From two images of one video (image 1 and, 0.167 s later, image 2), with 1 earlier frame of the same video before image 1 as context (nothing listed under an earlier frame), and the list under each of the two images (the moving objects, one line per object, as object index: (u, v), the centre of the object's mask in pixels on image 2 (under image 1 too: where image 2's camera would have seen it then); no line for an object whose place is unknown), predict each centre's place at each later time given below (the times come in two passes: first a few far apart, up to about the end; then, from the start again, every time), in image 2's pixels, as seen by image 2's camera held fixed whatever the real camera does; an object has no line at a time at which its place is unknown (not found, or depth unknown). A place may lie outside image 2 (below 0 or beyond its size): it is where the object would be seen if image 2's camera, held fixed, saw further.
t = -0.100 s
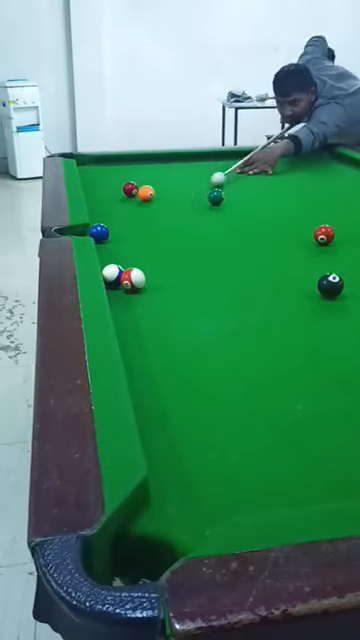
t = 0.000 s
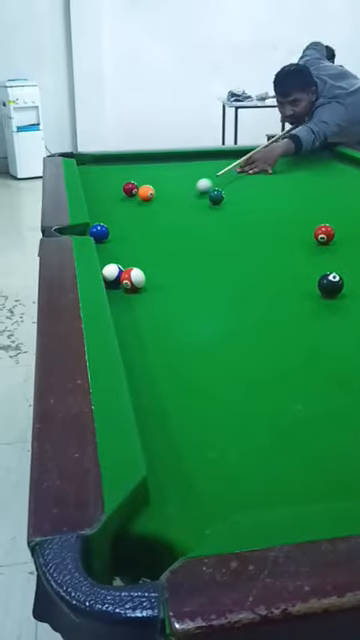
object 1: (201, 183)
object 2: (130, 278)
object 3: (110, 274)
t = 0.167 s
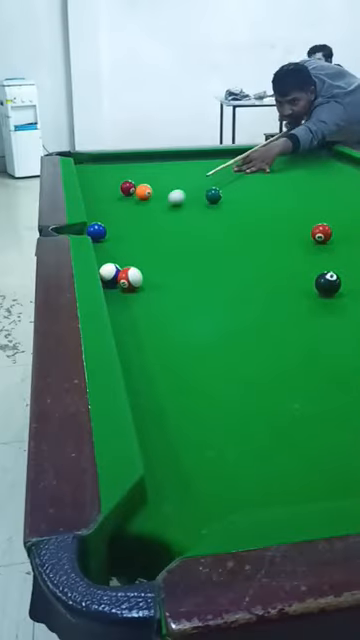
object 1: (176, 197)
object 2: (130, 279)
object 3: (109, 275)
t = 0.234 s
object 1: (165, 203)
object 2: (130, 279)
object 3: (109, 275)
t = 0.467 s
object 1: (122, 225)
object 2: (129, 279)
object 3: (109, 275)
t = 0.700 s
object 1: (120, 243)
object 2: (130, 278)
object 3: (109, 274)
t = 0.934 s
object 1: (121, 257)
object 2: (129, 275)
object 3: (108, 271)
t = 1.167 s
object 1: (146, 262)
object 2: (145, 278)
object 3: (117, 274)
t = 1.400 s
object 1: (173, 270)
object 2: (161, 284)
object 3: (124, 278)
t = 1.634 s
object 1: (195, 277)
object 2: (174, 287)
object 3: (129, 281)
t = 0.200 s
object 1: (171, 200)
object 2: (130, 279)
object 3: (109, 275)
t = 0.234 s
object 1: (165, 203)
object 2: (130, 279)
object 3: (109, 275)
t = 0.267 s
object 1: (159, 206)
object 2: (130, 279)
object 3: (109, 275)
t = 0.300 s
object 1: (153, 209)
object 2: (130, 280)
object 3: (109, 275)
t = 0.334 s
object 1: (147, 212)
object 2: (130, 280)
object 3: (109, 275)
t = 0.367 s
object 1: (142, 215)
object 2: (130, 279)
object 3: (109, 275)
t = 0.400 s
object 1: (135, 219)
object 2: (130, 279)
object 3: (109, 275)
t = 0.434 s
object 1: (129, 221)
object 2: (130, 279)
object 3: (109, 275)
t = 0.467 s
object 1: (122, 225)
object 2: (129, 279)
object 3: (109, 275)
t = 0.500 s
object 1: (116, 229)
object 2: (129, 279)
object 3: (109, 275)
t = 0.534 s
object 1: (117, 231)
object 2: (129, 279)
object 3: (109, 275)
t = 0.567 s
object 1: (118, 233)
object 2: (130, 279)
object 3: (109, 275)
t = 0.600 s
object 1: (119, 236)
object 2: (129, 279)
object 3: (109, 275)
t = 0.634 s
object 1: (119, 238)
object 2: (130, 278)
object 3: (109, 274)
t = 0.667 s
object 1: (119, 241)
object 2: (130, 279)
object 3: (109, 274)
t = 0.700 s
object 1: (120, 243)
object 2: (130, 278)
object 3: (109, 274)
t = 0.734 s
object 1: (120, 245)
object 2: (130, 278)
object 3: (109, 274)
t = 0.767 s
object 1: (120, 248)
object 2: (129, 277)
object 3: (109, 273)
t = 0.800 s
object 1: (120, 251)
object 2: (129, 277)
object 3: (109, 273)
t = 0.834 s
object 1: (120, 252)
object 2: (129, 277)
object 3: (109, 272)
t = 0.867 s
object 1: (121, 254)
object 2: (129, 277)
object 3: (109, 272)
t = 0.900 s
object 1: (121, 256)
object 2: (129, 276)
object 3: (109, 271)
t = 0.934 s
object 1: (121, 257)
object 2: (129, 275)
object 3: (108, 271)
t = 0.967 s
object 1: (123, 258)
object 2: (130, 275)
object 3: (109, 272)
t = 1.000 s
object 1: (127, 259)
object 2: (133, 276)
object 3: (111, 271)
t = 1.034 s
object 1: (130, 259)
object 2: (136, 276)
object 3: (113, 272)
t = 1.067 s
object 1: (134, 260)
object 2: (138, 277)
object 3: (114, 272)
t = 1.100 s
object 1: (138, 261)
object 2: (141, 277)
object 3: (115, 273)
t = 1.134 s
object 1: (142, 261)
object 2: (143, 278)
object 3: (116, 274)
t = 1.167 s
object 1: (146, 262)
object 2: (145, 278)
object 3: (117, 274)
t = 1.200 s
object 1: (150, 263)
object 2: (148, 279)
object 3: (118, 274)
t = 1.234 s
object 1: (154, 264)
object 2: (150, 280)
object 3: (119, 275)
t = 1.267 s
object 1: (158, 265)
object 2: (153, 281)
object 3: (121, 275)
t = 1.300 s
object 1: (162, 266)
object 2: (155, 282)
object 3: (121, 276)
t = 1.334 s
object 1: (166, 267)
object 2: (158, 282)
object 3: (123, 276)
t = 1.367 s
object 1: (170, 268)
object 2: (159, 283)
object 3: (124, 277)
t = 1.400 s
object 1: (173, 270)
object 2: (161, 284)
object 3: (124, 278)
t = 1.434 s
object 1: (176, 271)
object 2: (163, 284)
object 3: (125, 278)
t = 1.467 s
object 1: (180, 272)
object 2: (165, 285)
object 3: (126, 278)
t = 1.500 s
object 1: (183, 274)
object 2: (167, 285)
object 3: (126, 279)
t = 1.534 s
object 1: (186, 274)
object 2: (169, 286)
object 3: (127, 279)
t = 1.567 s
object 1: (189, 276)
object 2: (171, 286)
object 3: (128, 280)
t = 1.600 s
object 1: (192, 276)
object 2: (173, 286)
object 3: (128, 280)
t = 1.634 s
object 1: (195, 277)
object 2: (174, 287)
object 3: (129, 281)
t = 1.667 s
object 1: (198, 278)
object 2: (176, 287)
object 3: (129, 281)
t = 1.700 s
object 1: (201, 279)
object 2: (178, 287)
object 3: (130, 281)
